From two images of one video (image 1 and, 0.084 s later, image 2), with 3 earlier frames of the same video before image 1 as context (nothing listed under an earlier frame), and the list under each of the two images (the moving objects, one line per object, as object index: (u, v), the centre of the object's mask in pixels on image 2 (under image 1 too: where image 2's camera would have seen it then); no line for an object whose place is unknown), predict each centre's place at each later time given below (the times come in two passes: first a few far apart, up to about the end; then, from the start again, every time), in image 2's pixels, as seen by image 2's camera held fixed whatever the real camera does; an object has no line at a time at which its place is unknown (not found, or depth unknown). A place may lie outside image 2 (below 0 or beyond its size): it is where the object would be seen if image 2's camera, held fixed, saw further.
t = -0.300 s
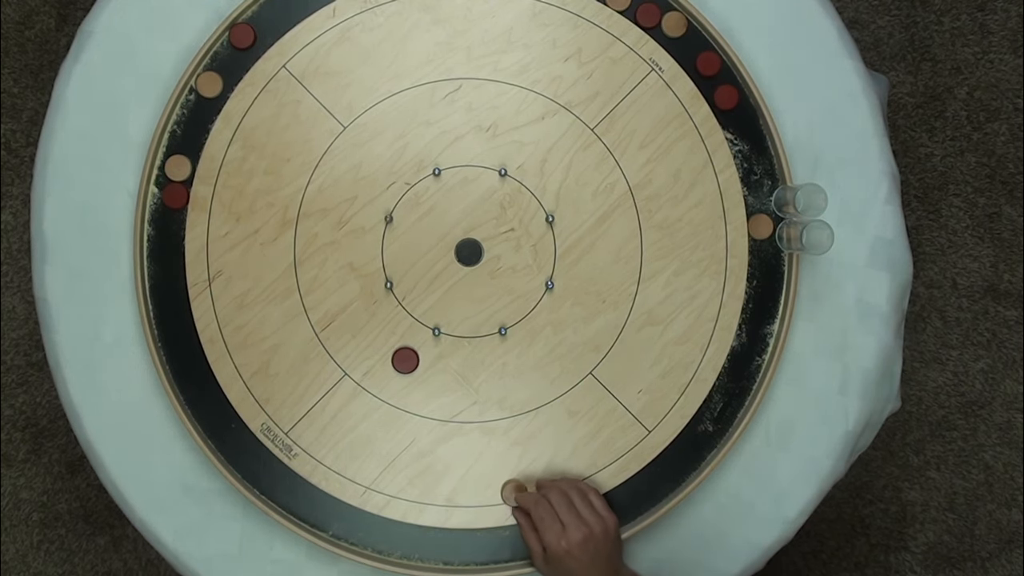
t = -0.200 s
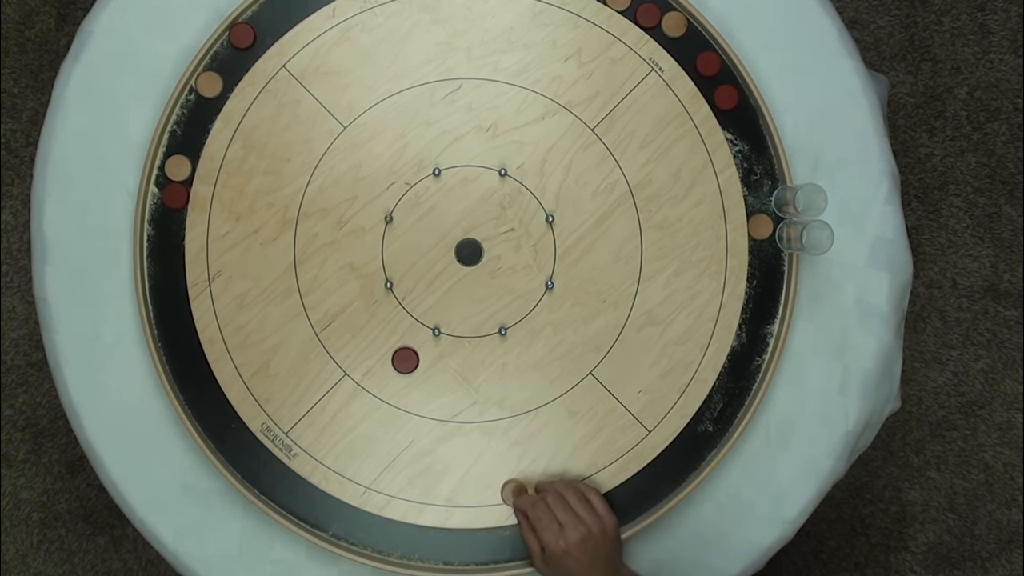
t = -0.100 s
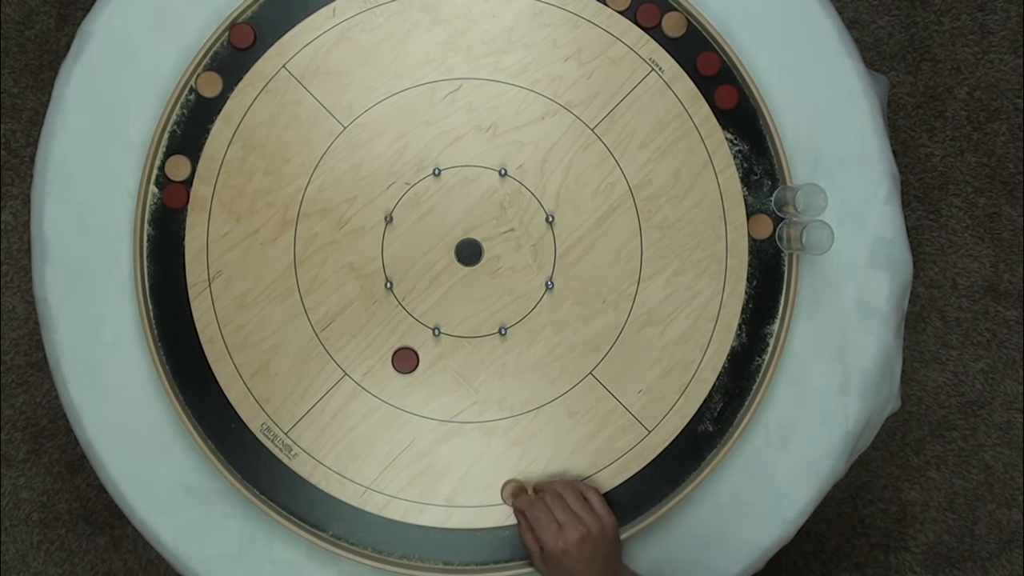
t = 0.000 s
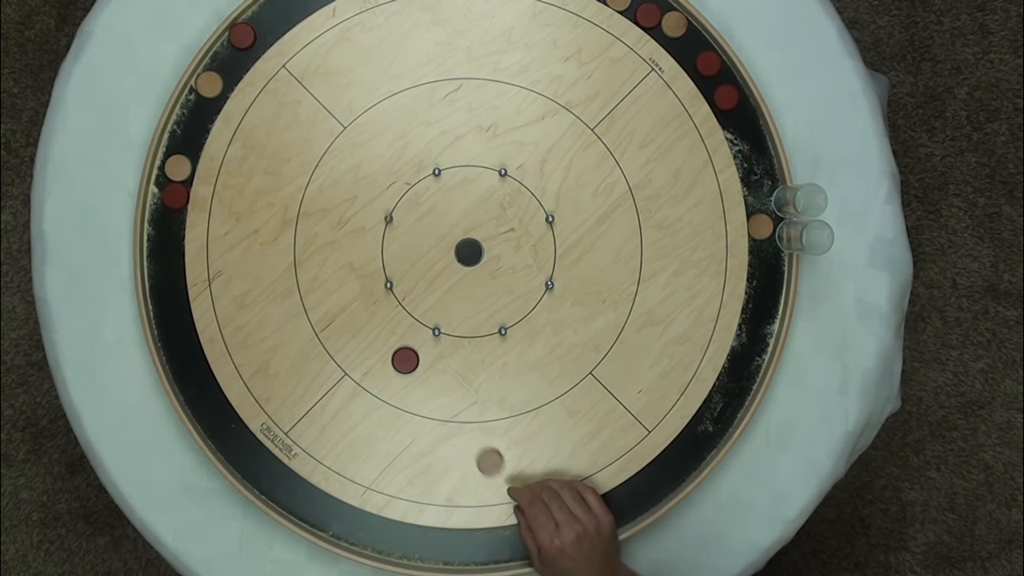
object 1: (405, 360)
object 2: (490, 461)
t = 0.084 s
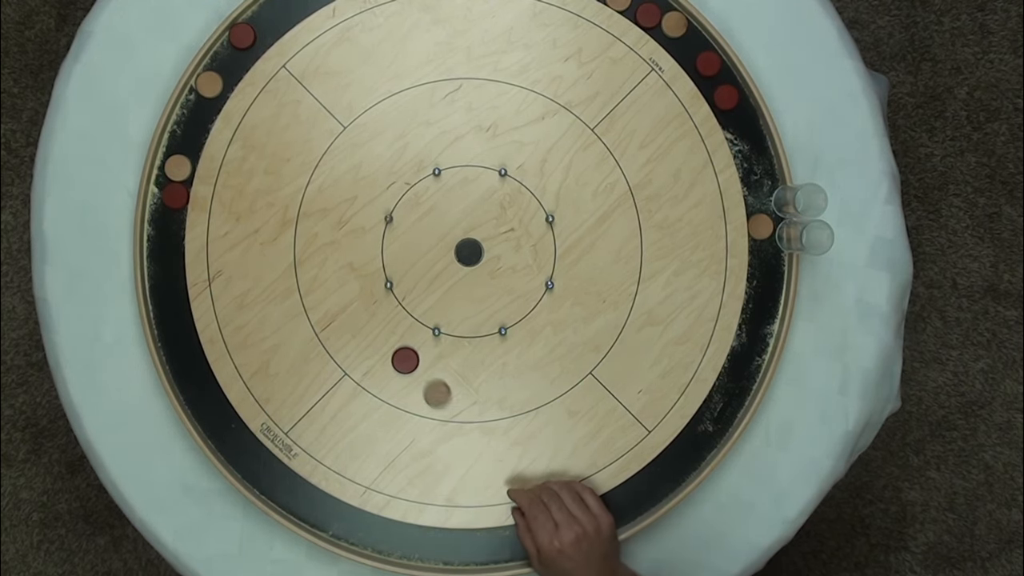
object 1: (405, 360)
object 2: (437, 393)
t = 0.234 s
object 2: (429, 368)
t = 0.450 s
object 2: (430, 368)
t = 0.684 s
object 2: (429, 368)
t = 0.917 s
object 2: (429, 369)
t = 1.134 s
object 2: (429, 368)
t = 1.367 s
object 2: (429, 368)
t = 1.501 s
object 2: (429, 368)
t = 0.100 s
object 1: (405, 360)
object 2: (427, 381)
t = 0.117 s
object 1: (397, 352)
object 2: (426, 377)
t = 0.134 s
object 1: (387, 343)
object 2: (426, 375)
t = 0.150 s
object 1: (378, 334)
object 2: (427, 373)
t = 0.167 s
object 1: (369, 325)
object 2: (428, 371)
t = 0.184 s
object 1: (360, 317)
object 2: (428, 370)
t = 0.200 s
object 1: (351, 309)
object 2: (429, 369)
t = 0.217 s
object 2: (429, 369)
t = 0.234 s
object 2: (429, 368)
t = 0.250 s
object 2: (429, 368)
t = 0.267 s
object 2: (429, 368)
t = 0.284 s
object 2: (429, 368)
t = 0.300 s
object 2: (429, 368)
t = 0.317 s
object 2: (430, 368)
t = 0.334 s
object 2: (430, 368)
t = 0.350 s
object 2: (430, 368)
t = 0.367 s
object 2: (430, 368)
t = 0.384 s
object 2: (430, 368)
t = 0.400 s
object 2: (430, 368)
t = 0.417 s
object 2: (430, 368)
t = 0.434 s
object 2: (430, 368)
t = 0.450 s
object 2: (430, 368)
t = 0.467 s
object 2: (430, 368)
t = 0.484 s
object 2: (430, 368)
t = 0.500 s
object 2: (429, 368)
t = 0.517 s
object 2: (429, 368)
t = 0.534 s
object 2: (429, 368)
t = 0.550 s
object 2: (429, 368)
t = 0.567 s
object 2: (429, 368)
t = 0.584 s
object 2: (429, 368)
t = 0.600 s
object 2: (429, 368)
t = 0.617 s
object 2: (429, 368)
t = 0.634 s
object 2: (429, 368)
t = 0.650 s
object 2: (429, 368)
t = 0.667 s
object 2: (429, 368)
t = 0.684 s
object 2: (429, 368)
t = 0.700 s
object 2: (429, 368)
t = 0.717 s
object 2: (429, 368)
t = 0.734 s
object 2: (429, 368)
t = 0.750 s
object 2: (429, 368)
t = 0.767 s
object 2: (429, 368)
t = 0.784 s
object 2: (429, 368)
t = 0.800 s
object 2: (429, 368)
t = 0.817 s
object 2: (429, 368)
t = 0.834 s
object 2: (429, 368)
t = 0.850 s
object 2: (429, 368)
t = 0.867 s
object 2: (429, 368)
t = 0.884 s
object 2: (429, 368)
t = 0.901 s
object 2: (429, 368)
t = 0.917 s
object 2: (429, 369)
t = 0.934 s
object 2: (429, 368)
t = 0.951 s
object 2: (429, 368)
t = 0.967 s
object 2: (429, 368)
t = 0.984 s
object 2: (429, 368)
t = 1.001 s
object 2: (429, 368)
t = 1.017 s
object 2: (429, 368)
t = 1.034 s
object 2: (429, 368)
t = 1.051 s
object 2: (429, 368)
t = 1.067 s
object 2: (429, 368)
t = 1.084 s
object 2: (429, 368)
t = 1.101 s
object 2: (429, 368)
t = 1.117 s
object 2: (429, 368)
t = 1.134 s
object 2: (429, 368)
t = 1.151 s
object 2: (429, 368)
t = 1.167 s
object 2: (429, 368)
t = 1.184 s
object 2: (429, 368)
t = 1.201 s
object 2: (429, 368)
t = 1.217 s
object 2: (429, 368)
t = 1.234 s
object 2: (429, 368)
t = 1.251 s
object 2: (429, 368)
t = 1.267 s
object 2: (429, 368)
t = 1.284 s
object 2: (429, 368)
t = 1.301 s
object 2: (429, 368)
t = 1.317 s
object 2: (429, 368)
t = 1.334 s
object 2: (429, 368)
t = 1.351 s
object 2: (429, 368)
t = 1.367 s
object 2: (429, 368)
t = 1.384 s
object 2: (429, 368)
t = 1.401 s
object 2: (429, 368)
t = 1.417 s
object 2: (429, 368)
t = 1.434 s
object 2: (429, 368)
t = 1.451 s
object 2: (429, 368)
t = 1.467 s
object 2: (429, 368)
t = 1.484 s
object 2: (429, 368)
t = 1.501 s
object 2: (429, 368)
